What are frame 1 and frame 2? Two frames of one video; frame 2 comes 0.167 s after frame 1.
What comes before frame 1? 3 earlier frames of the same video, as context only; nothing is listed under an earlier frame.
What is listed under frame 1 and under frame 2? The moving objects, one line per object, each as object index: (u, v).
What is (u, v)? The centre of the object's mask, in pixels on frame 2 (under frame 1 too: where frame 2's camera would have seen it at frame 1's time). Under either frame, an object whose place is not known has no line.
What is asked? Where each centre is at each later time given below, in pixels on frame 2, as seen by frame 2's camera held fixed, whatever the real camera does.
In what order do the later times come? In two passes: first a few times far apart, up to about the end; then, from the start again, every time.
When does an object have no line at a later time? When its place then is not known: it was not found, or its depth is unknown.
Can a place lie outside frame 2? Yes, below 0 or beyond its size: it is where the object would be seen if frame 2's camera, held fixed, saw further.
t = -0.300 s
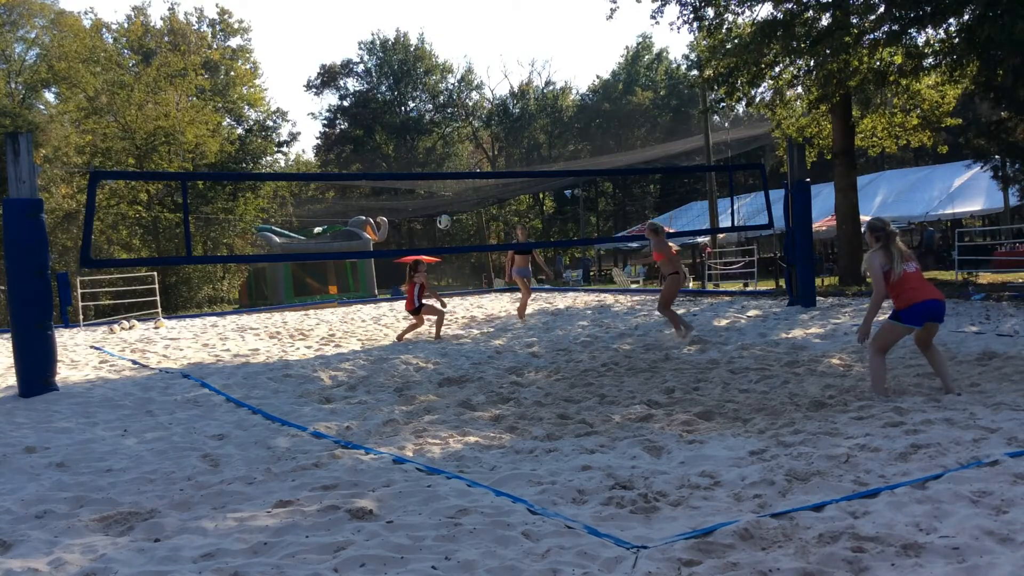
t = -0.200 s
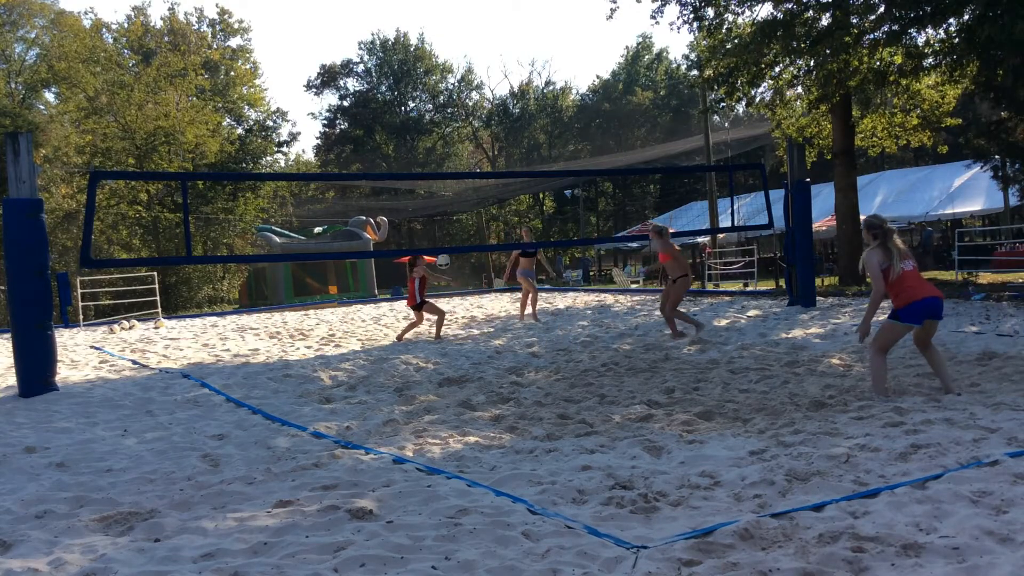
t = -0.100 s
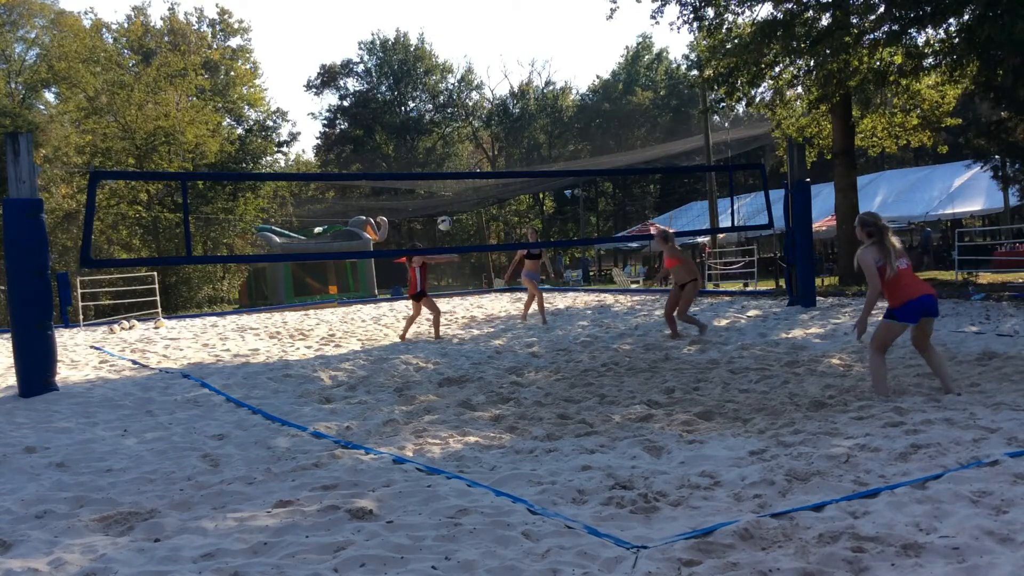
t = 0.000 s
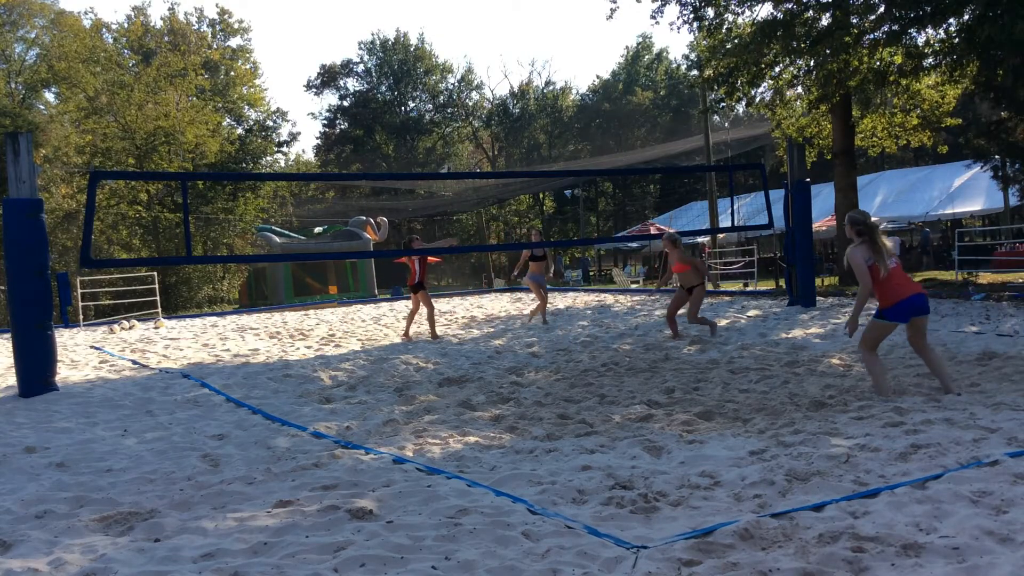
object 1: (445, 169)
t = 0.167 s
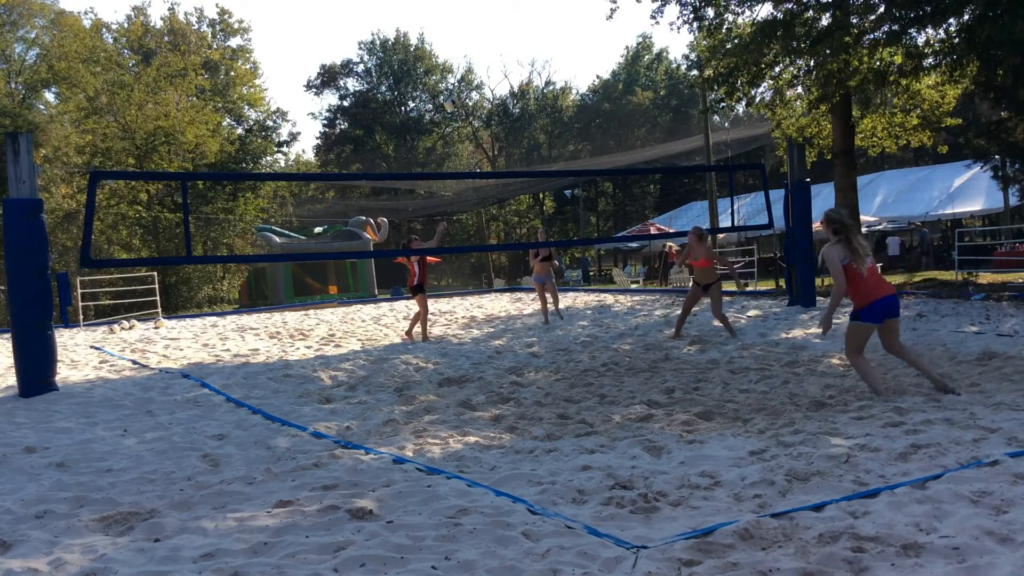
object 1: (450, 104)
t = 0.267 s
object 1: (454, 70)
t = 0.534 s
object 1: (466, 15)
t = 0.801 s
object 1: (480, 7)
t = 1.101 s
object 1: (500, 60)
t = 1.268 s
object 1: (513, 117)
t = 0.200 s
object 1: (452, 92)
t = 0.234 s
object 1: (453, 81)
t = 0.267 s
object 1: (454, 70)
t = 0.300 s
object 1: (455, 61)
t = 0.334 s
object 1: (456, 52)
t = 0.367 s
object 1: (458, 44)
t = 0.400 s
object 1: (459, 36)
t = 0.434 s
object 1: (460, 30)
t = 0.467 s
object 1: (462, 24)
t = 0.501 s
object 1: (464, 19)
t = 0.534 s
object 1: (466, 15)
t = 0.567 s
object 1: (467, 11)
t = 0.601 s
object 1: (469, 8)
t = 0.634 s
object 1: (471, 7)
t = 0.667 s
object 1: (473, 6)
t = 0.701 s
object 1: (474, 6)
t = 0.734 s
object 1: (476, 6)
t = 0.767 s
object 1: (478, 6)
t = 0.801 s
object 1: (480, 7)
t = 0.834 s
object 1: (482, 10)
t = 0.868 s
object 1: (484, 13)
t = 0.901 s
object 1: (486, 18)
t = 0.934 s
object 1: (489, 23)
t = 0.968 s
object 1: (491, 29)
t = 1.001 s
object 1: (493, 35)
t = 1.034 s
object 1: (495, 43)
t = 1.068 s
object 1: (498, 51)
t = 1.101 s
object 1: (500, 60)
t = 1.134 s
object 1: (503, 70)
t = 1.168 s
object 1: (505, 81)
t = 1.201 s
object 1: (508, 92)
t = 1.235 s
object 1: (511, 104)
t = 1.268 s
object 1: (513, 117)
